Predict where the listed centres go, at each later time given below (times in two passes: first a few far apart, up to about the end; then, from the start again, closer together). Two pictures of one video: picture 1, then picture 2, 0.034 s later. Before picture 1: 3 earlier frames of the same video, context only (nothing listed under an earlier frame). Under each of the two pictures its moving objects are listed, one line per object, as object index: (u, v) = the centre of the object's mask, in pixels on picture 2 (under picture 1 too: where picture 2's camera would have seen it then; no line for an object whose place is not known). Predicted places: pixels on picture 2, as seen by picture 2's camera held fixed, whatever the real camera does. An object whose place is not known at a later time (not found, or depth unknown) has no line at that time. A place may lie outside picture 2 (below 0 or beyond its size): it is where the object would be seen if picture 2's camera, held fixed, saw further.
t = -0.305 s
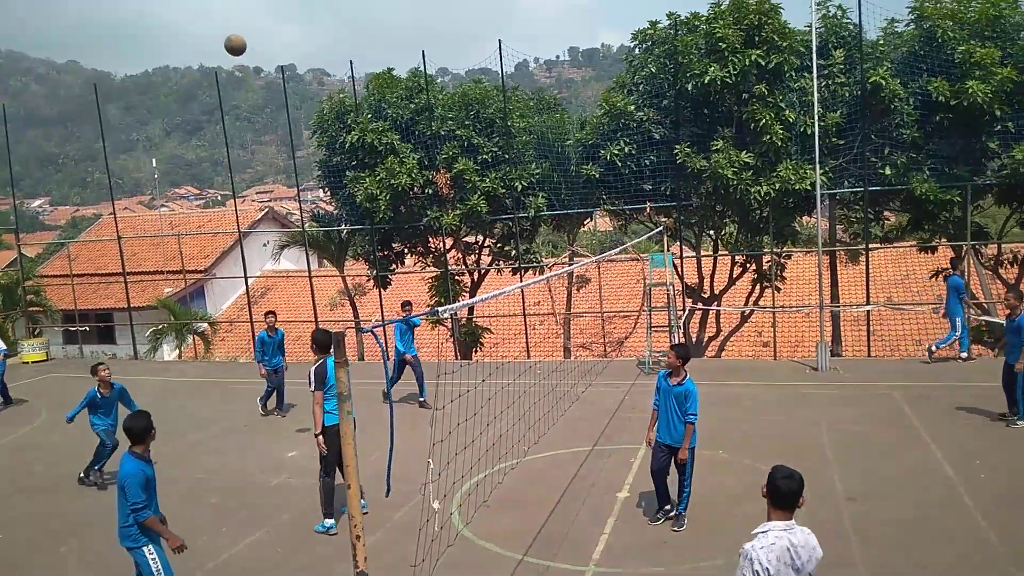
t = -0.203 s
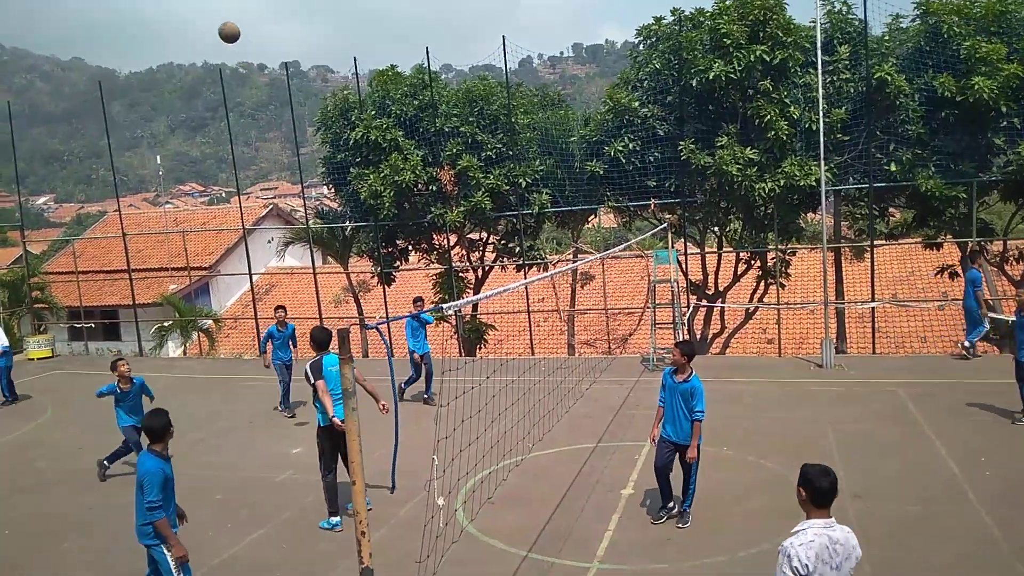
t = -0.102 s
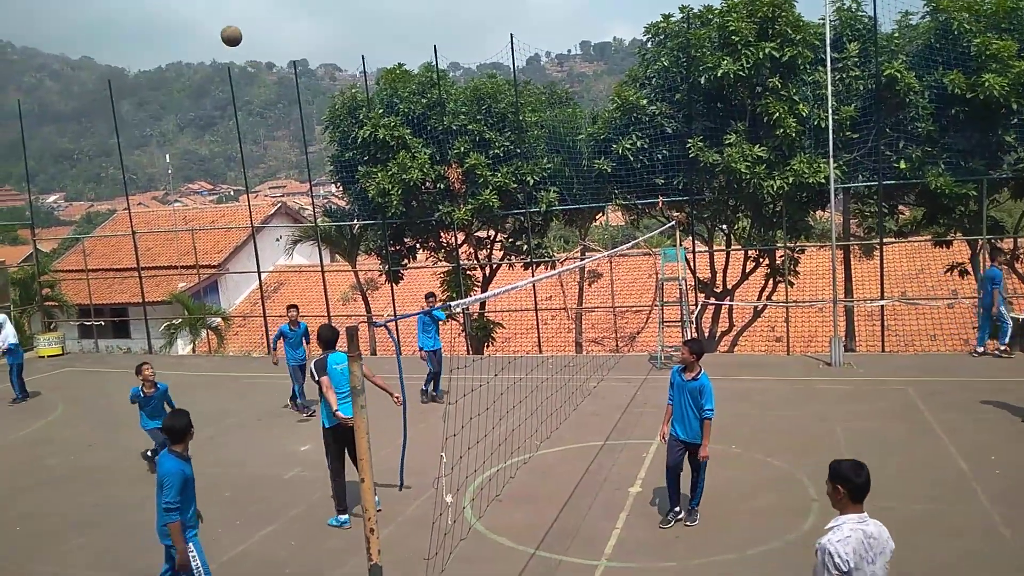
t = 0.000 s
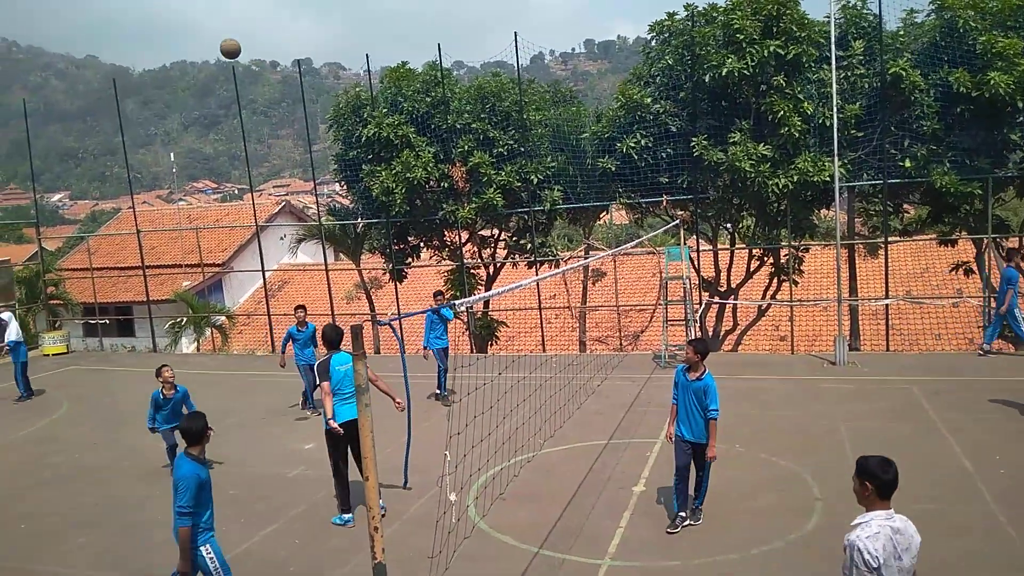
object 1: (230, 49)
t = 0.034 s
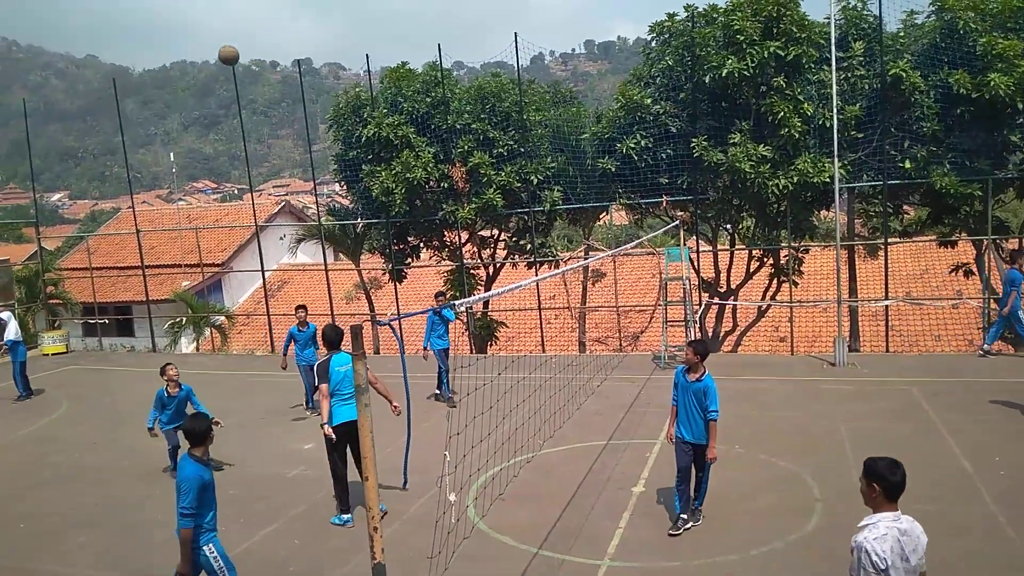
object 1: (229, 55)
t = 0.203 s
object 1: (222, 103)
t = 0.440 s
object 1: (215, 206)
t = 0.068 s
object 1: (227, 63)
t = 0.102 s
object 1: (226, 71)
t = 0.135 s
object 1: (224, 81)
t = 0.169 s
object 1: (223, 92)
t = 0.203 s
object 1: (222, 103)
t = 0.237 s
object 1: (221, 115)
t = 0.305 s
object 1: (219, 142)
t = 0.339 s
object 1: (218, 157)
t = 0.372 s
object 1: (217, 173)
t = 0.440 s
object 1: (215, 206)
